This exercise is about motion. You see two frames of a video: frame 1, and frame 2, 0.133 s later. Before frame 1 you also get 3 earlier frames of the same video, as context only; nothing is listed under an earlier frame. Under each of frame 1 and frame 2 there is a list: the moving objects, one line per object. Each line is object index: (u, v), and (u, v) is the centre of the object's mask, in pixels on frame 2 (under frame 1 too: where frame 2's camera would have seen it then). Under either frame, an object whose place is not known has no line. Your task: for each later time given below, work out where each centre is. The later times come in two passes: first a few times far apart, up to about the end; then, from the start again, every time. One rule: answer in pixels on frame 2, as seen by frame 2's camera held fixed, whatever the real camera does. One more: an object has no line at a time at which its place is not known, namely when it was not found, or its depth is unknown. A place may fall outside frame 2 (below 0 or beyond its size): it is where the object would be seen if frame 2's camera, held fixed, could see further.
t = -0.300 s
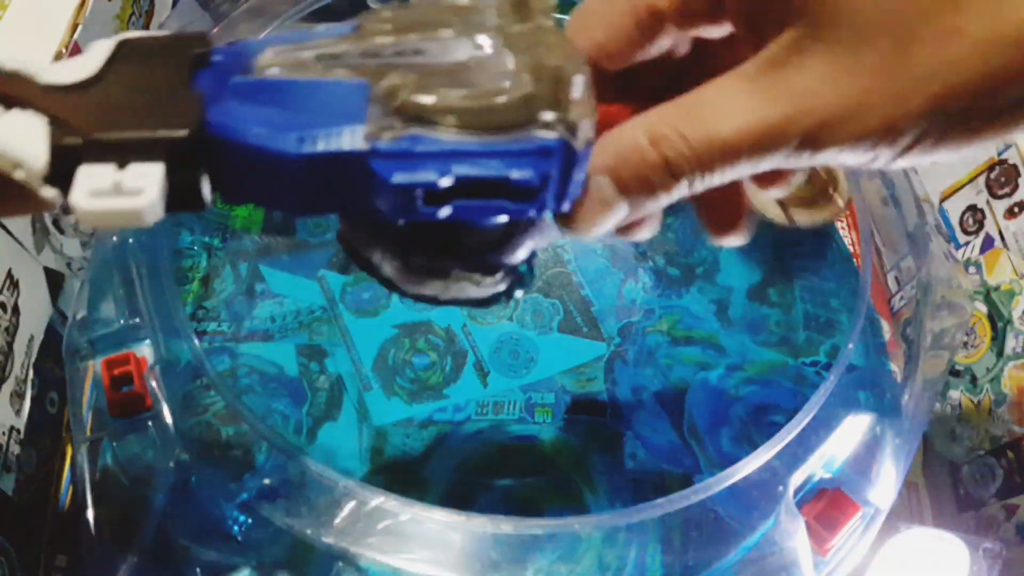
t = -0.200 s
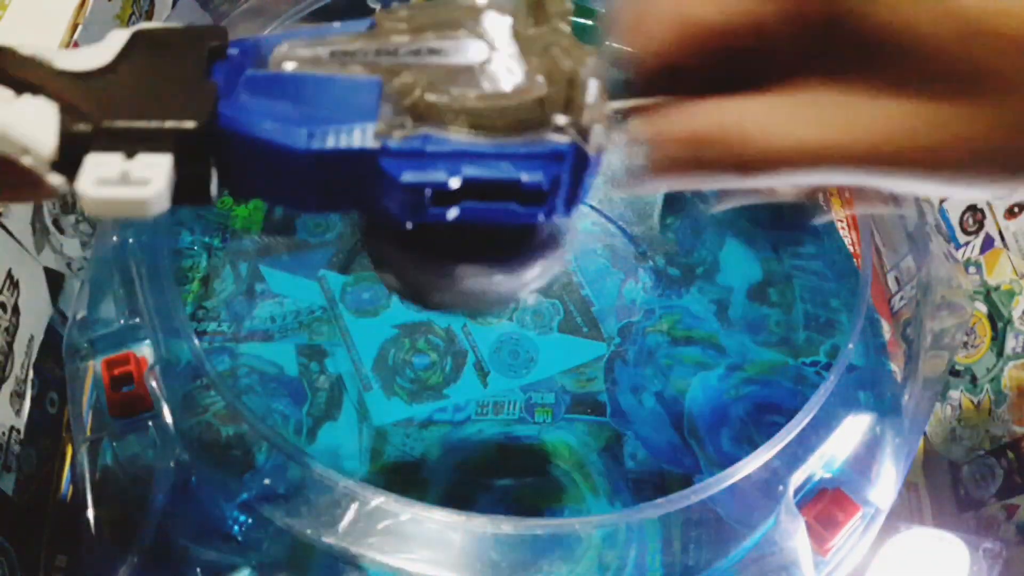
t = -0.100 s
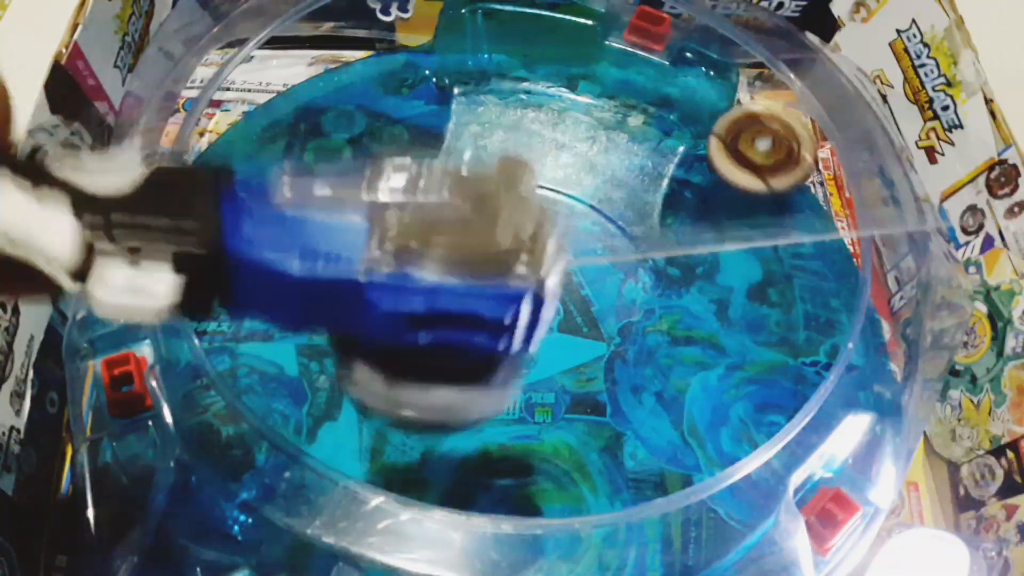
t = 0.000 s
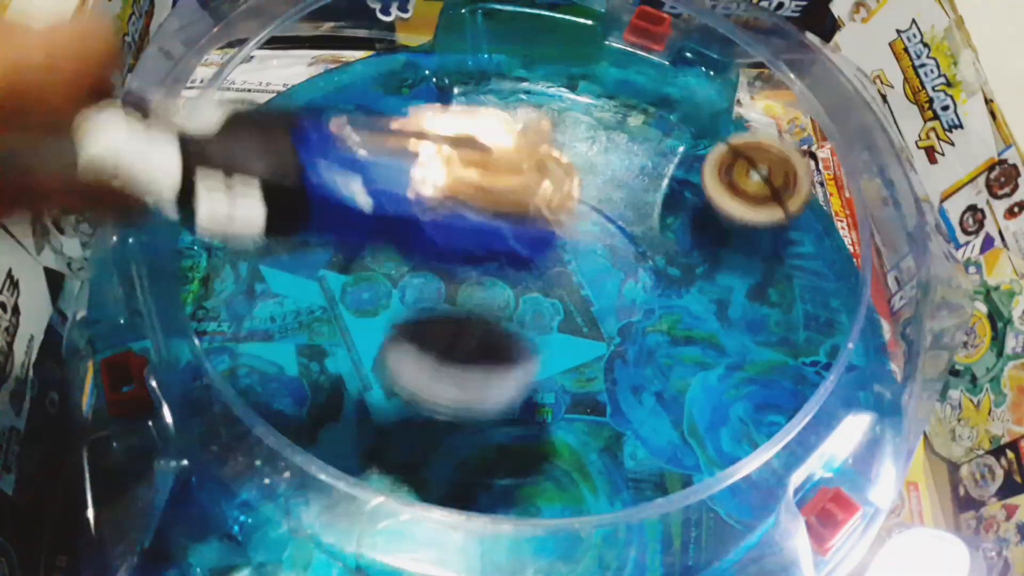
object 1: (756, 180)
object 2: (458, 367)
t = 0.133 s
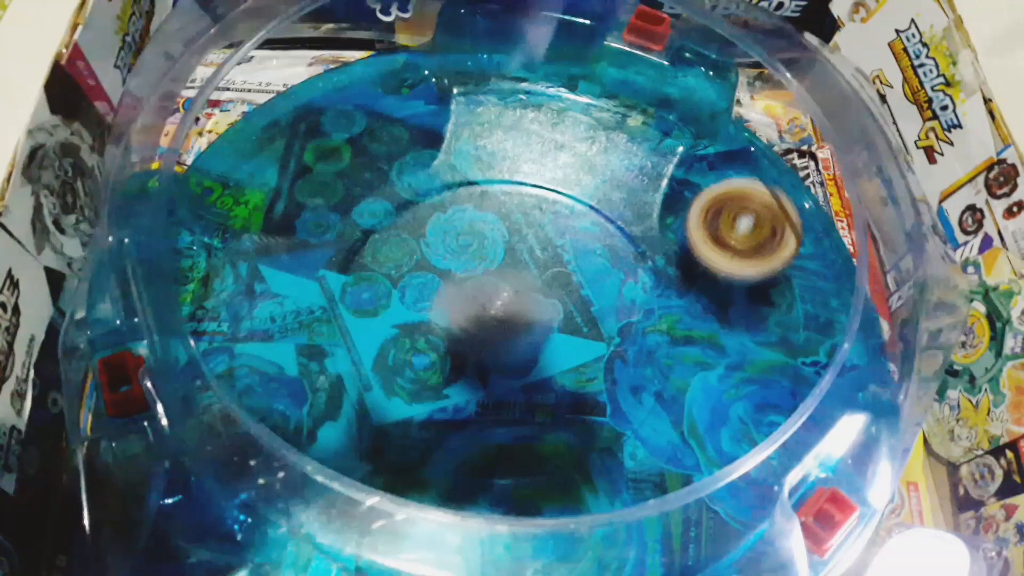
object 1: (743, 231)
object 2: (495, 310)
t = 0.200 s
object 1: (735, 255)
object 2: (539, 271)
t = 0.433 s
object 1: (672, 331)
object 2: (656, 157)
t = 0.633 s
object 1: (514, 310)
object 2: (744, 249)
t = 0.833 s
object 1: (431, 319)
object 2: (874, 301)
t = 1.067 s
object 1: (503, 380)
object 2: (863, 312)
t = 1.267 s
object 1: (604, 367)
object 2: (867, 306)
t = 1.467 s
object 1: (551, 279)
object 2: (868, 310)
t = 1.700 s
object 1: (394, 282)
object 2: (865, 317)
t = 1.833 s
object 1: (367, 365)
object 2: (864, 304)
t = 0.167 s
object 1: (738, 243)
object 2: (519, 288)
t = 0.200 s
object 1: (735, 255)
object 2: (539, 271)
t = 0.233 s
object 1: (730, 268)
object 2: (556, 259)
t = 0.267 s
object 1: (724, 279)
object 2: (577, 230)
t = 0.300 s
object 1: (719, 290)
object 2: (595, 205)
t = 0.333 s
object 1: (714, 302)
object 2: (613, 184)
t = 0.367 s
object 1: (706, 312)
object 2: (628, 170)
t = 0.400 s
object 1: (694, 320)
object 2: (642, 160)
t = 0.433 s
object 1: (672, 331)
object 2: (656, 157)
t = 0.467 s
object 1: (651, 332)
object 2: (667, 159)
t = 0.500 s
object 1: (623, 330)
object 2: (676, 167)
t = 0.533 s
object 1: (594, 327)
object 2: (688, 184)
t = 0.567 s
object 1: (566, 314)
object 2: (701, 201)
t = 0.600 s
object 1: (537, 312)
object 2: (721, 222)
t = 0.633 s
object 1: (514, 310)
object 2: (744, 249)
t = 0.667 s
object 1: (492, 308)
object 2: (777, 277)
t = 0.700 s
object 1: (472, 297)
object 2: (802, 305)
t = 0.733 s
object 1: (455, 296)
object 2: (836, 319)
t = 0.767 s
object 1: (443, 298)
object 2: (851, 313)
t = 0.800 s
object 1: (435, 312)
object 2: (866, 307)
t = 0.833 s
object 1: (431, 319)
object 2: (874, 301)
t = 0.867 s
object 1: (430, 325)
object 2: (872, 300)
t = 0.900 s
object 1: (433, 333)
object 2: (864, 299)
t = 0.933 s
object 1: (441, 342)
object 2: (857, 298)
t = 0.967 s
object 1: (453, 345)
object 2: (854, 298)
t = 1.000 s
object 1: (468, 353)
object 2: (854, 301)
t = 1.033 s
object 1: (485, 363)
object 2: (856, 306)
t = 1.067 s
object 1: (503, 380)
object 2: (863, 312)
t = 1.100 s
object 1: (522, 387)
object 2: (869, 319)
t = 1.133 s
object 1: (543, 394)
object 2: (867, 324)
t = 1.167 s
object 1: (562, 388)
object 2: (867, 320)
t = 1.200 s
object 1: (580, 385)
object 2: (867, 314)
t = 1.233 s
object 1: (593, 381)
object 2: (867, 310)
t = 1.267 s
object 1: (604, 367)
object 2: (867, 306)
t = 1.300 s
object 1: (606, 357)
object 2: (867, 304)
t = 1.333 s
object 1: (607, 336)
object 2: (866, 303)
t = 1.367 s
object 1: (600, 317)
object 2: (866, 304)
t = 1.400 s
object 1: (587, 302)
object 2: (867, 305)
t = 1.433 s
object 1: (570, 289)
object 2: (867, 308)
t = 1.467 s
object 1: (551, 279)
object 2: (868, 310)
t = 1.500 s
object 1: (530, 275)
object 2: (868, 314)
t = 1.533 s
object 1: (506, 269)
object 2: (866, 318)
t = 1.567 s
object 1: (481, 264)
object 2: (867, 323)
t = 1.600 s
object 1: (457, 261)
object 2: (868, 325)
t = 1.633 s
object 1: (431, 262)
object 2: (868, 323)
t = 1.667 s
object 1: (411, 272)
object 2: (865, 319)
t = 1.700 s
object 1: (394, 282)
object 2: (865, 317)
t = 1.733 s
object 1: (378, 299)
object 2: (867, 312)
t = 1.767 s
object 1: (369, 318)
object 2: (865, 310)
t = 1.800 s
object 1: (366, 341)
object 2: (865, 307)
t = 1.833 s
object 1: (367, 365)
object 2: (864, 304)
